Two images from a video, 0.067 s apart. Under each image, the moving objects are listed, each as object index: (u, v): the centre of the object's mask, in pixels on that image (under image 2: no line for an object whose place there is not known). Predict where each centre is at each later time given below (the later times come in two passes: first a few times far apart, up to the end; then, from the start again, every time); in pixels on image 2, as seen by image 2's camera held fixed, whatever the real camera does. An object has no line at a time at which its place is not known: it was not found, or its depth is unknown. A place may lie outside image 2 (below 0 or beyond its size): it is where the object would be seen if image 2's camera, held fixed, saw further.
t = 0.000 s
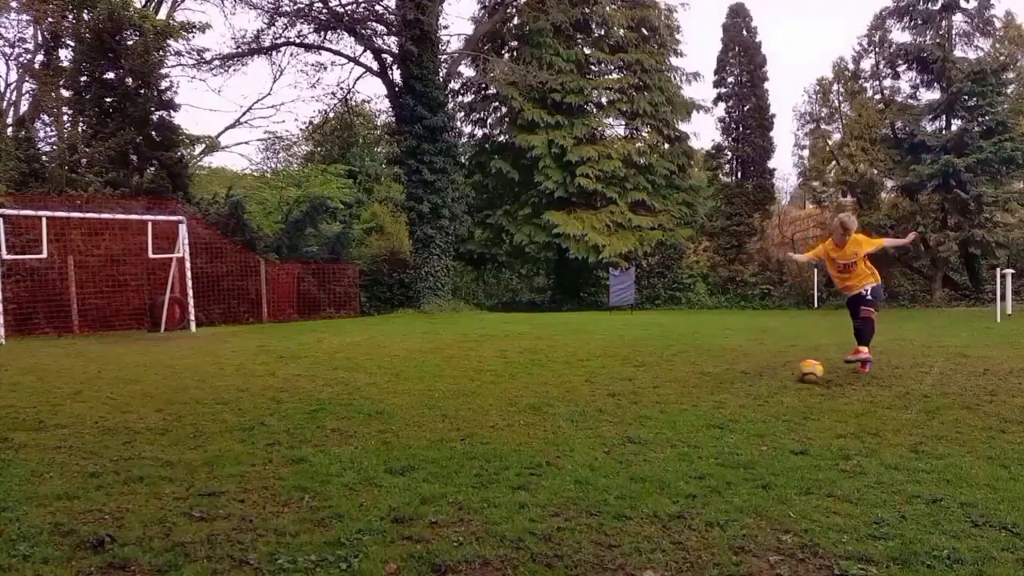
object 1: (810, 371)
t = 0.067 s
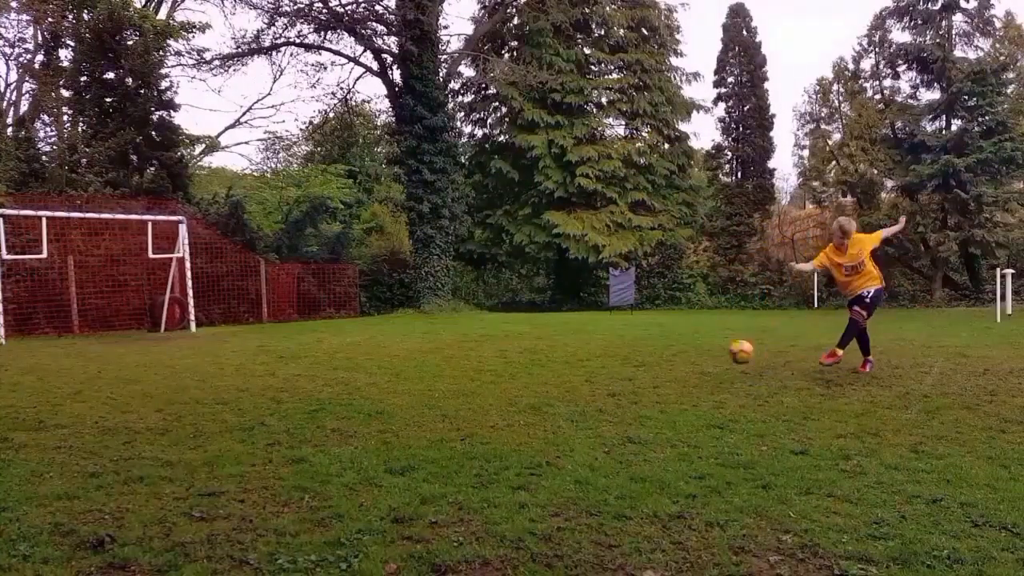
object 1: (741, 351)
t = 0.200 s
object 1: (615, 330)
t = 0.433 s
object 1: (429, 344)
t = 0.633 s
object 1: (319, 344)
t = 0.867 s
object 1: (219, 349)
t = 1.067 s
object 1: (150, 347)
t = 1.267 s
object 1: (92, 346)
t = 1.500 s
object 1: (33, 344)
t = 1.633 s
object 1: (5, 340)
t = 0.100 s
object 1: (708, 344)
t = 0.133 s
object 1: (677, 337)
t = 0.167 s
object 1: (645, 333)
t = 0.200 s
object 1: (615, 330)
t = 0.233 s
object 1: (586, 328)
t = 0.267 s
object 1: (558, 327)
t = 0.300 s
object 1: (531, 329)
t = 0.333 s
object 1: (504, 331)
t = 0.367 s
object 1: (480, 334)
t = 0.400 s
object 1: (453, 339)
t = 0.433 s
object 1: (429, 344)
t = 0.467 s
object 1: (406, 351)
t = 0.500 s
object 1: (382, 359)
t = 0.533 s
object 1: (366, 354)
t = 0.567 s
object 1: (350, 349)
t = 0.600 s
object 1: (334, 346)
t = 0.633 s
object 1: (319, 344)
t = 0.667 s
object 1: (303, 343)
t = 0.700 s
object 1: (288, 343)
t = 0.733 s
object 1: (273, 345)
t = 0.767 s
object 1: (259, 347)
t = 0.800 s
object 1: (245, 351)
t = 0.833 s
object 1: (232, 351)
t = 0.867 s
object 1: (219, 349)
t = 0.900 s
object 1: (207, 347)
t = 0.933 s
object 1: (196, 347)
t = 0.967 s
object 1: (183, 348)
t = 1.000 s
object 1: (172, 349)
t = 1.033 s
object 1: (161, 348)
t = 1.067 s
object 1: (150, 347)
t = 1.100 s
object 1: (140, 347)
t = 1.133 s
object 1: (130, 347)
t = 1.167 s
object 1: (120, 346)
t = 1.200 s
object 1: (110, 346)
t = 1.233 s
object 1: (100, 346)
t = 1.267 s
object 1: (92, 346)
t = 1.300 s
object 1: (82, 345)
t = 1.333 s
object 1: (73, 343)
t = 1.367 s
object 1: (65, 342)
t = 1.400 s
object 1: (56, 341)
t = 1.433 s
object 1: (48, 342)
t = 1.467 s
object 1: (40, 343)
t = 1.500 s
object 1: (33, 344)
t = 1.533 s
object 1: (24, 342)
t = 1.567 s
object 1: (18, 341)
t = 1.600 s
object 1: (9, 340)
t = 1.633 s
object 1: (5, 340)
